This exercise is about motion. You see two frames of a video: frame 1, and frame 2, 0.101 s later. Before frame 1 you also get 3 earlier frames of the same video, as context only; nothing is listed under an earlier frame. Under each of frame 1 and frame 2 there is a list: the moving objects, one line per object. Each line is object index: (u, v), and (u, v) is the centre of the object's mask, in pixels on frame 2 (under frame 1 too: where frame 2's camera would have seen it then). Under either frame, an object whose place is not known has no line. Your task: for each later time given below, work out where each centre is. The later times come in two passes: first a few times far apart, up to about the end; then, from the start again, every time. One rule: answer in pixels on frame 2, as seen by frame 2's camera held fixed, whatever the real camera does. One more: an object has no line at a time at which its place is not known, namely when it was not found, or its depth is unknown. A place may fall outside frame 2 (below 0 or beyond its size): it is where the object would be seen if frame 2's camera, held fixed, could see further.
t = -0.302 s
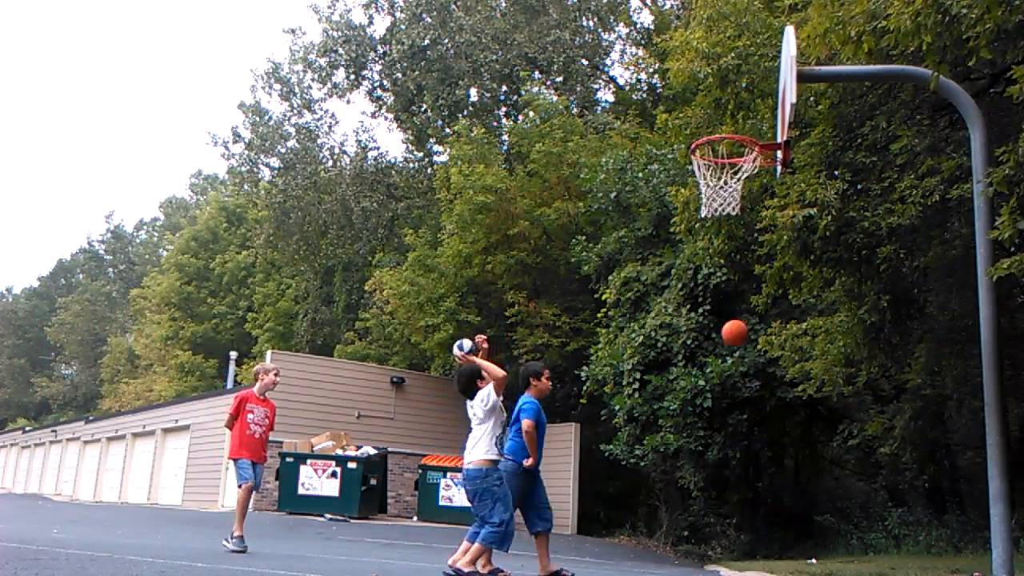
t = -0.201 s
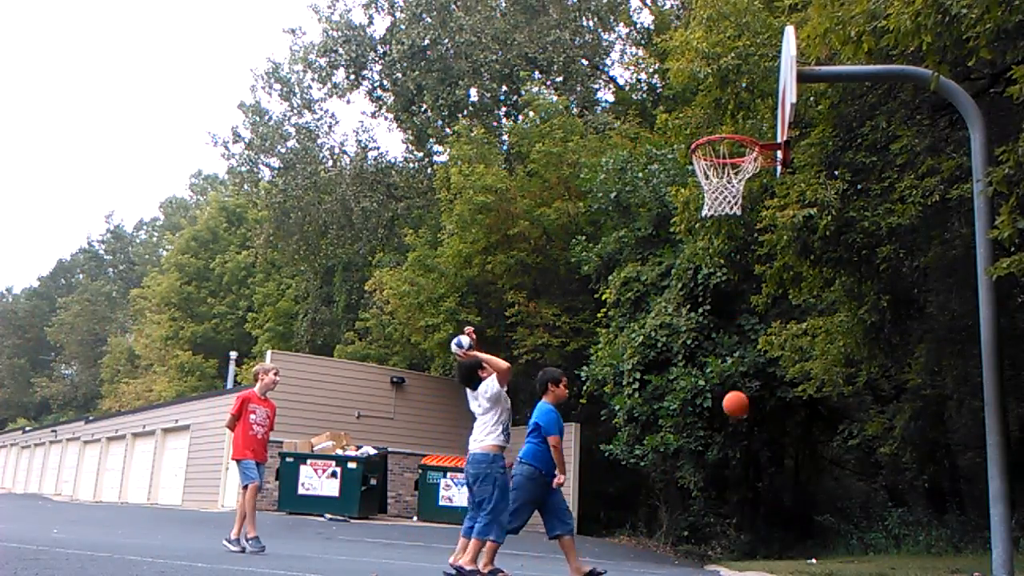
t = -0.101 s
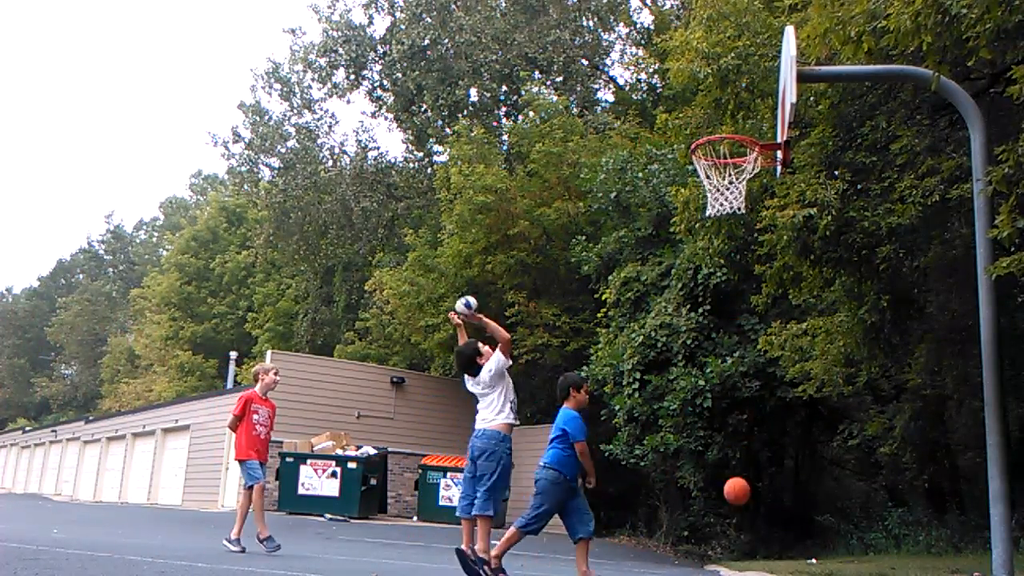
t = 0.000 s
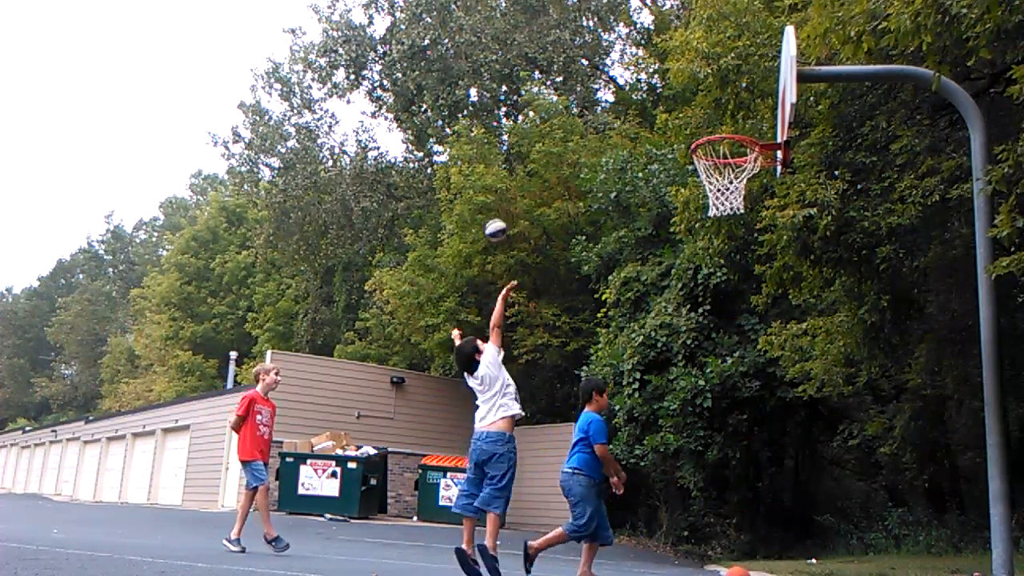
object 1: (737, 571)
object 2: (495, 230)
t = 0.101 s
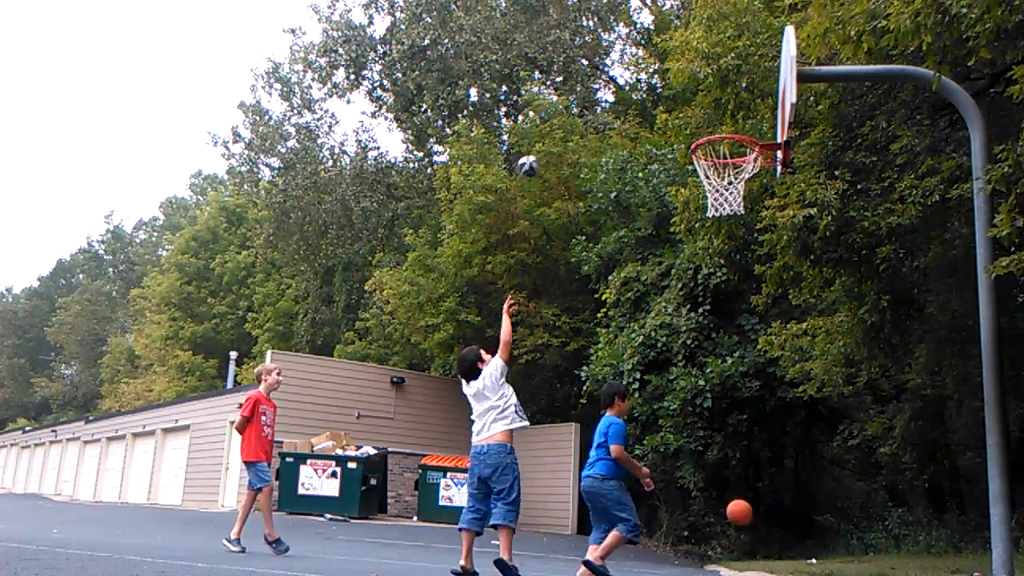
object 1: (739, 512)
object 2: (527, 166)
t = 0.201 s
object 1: (740, 462)
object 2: (558, 119)
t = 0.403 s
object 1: (743, 405)
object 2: (612, 73)
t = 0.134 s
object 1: (739, 493)
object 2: (537, 148)
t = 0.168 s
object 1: (740, 477)
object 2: (548, 134)
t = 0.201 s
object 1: (740, 462)
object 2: (558, 119)
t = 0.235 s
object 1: (741, 448)
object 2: (569, 108)
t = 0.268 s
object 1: (741, 436)
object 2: (577, 97)
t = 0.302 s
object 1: (742, 426)
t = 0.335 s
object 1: (742, 418)
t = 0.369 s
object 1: (743, 411)
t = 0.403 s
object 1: (743, 405)
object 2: (612, 73)
